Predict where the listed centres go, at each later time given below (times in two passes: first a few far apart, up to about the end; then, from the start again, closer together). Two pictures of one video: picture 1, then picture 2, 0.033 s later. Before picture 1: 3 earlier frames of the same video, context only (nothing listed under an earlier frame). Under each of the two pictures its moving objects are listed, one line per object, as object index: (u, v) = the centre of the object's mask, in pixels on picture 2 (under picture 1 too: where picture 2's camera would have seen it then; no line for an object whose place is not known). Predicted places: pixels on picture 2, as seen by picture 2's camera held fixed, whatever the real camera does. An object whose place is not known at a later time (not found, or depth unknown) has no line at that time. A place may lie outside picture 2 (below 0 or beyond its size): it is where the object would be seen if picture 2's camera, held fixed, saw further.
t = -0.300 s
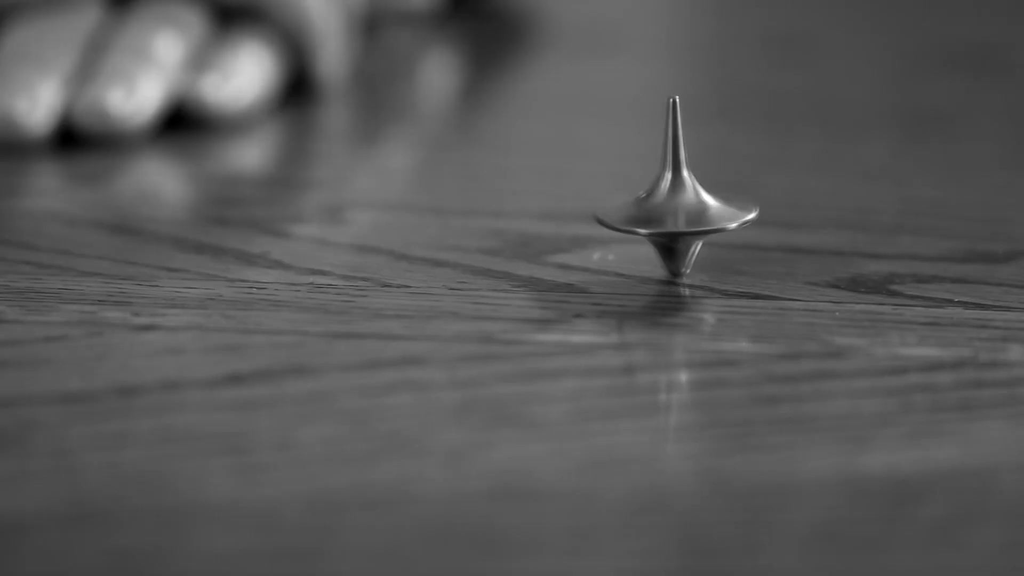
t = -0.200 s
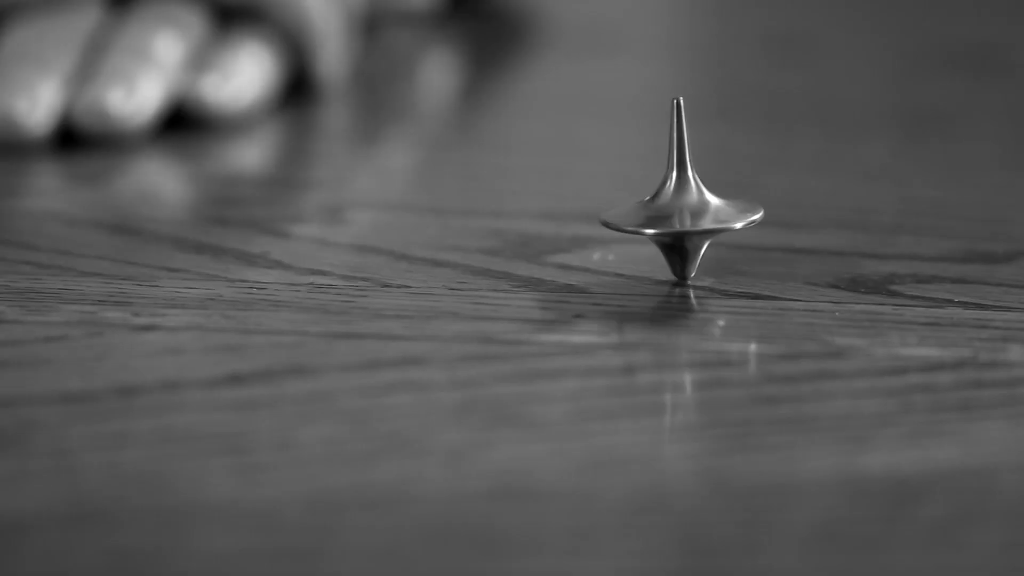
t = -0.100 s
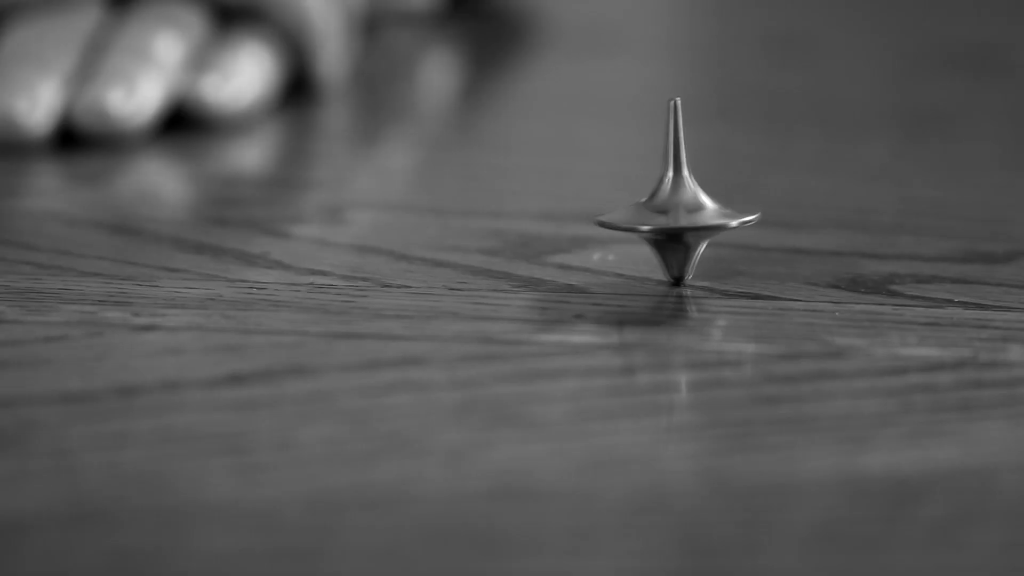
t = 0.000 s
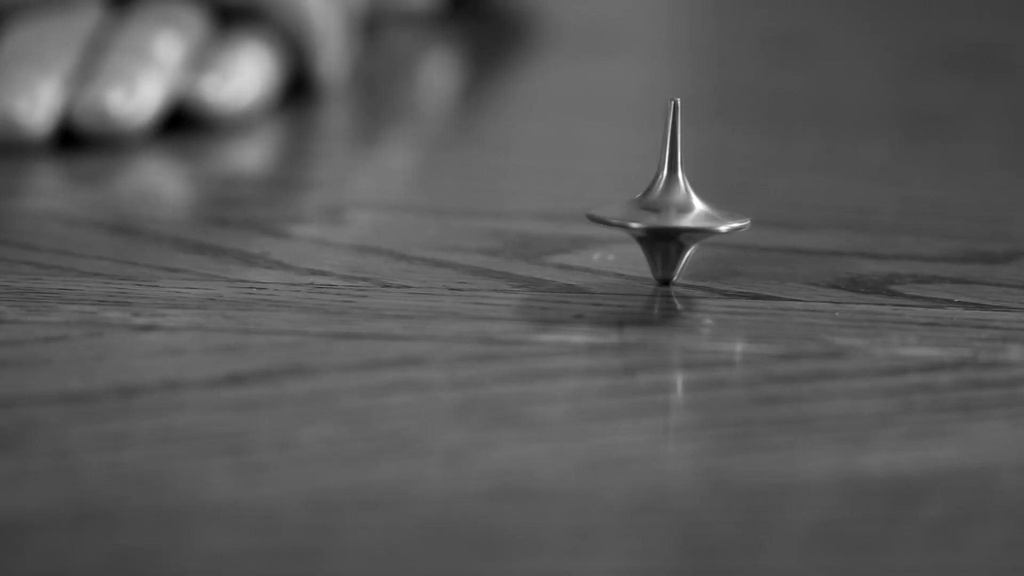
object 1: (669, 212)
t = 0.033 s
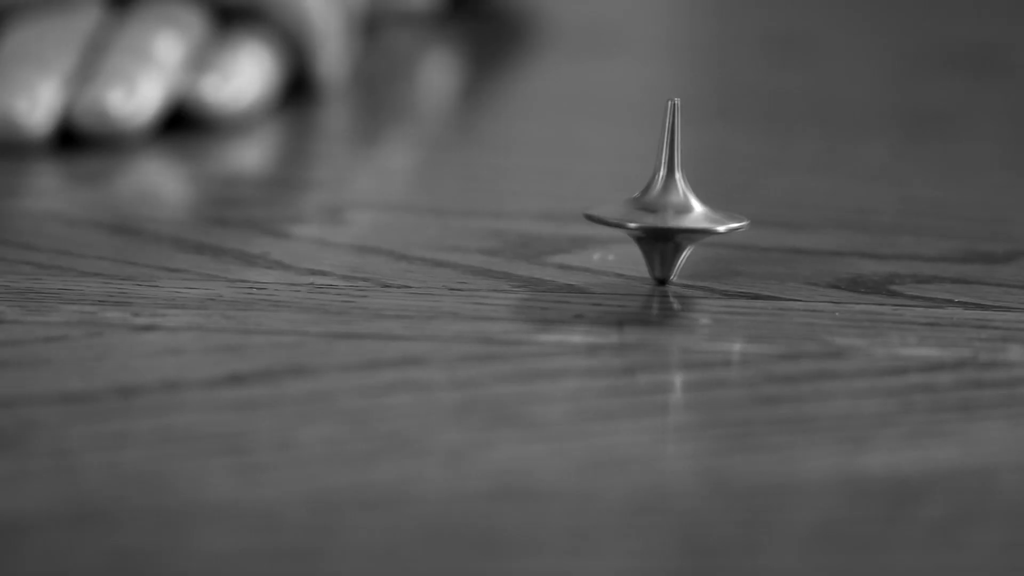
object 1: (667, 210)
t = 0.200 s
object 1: (667, 209)
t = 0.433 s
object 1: (696, 209)
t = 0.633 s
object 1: (699, 214)
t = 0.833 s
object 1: (682, 212)
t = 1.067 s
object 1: (700, 211)
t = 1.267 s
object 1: (720, 215)
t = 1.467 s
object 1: (703, 218)
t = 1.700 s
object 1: (696, 215)
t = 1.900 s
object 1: (723, 214)
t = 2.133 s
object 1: (732, 221)
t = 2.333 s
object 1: (708, 223)
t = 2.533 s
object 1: (707, 220)
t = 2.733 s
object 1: (732, 221)
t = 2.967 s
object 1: (731, 226)
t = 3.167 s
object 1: (708, 225)
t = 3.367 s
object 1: (721, 220)
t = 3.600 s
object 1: (751, 222)
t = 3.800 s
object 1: (740, 230)
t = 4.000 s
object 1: (705, 229)
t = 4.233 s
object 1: (711, 224)
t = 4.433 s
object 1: (744, 227)
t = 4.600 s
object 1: (726, 225)
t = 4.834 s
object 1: (699, 223)
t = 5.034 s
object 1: (721, 231)
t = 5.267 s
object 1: (754, 227)
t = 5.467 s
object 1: (732, 222)
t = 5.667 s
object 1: (707, 222)
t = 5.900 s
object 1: (722, 225)
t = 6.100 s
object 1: (736, 220)
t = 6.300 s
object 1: (716, 219)
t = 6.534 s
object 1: (704, 222)
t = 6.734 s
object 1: (727, 222)
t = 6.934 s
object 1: (731, 218)
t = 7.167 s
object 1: (698, 217)
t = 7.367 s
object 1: (698, 218)
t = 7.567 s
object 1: (718, 216)
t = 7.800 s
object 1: (704, 212)
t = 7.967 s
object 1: (684, 213)
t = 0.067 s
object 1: (666, 210)
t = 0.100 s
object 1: (664, 210)
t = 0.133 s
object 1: (663, 210)
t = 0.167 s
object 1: (665, 210)
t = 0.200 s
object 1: (667, 209)
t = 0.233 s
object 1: (669, 210)
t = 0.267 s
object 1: (673, 206)
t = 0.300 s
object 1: (678, 208)
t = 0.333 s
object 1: (684, 209)
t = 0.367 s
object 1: (688, 209)
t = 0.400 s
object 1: (691, 207)
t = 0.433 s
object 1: (696, 209)
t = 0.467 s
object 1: (699, 210)
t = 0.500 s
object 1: (701, 211)
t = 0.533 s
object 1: (702, 211)
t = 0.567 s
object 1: (702, 211)
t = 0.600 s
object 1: (702, 213)
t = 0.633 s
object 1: (699, 214)
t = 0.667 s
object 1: (694, 214)
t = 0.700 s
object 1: (693, 216)
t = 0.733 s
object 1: (690, 213)
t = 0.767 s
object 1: (686, 213)
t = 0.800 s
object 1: (685, 215)
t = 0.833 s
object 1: (682, 212)
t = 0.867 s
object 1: (682, 214)
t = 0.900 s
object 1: (683, 214)
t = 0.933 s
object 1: (685, 213)
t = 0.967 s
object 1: (688, 213)
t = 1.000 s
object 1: (693, 213)
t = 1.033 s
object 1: (696, 213)
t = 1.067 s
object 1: (700, 211)
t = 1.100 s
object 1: (705, 212)
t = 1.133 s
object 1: (710, 213)
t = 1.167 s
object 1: (715, 214)
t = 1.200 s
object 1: (717, 214)
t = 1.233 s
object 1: (719, 215)
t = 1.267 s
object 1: (720, 215)
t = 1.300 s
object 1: (720, 216)
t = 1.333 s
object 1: (717, 216)
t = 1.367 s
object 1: (715, 219)
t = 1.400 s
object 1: (712, 219)
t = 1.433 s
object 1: (709, 218)
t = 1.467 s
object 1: (703, 218)
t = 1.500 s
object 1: (700, 219)
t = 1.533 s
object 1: (697, 218)
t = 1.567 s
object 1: (694, 218)
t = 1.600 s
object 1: (692, 216)
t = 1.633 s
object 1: (693, 217)
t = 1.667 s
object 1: (693, 215)
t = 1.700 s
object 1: (696, 215)
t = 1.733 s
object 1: (700, 217)
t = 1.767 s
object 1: (703, 215)
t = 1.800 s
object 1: (708, 215)
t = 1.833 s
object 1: (715, 214)
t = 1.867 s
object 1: (718, 217)
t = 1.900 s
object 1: (723, 214)
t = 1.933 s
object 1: (728, 218)
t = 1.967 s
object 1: (731, 218)
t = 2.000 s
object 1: (733, 218)
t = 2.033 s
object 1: (734, 218)
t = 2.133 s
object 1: (732, 221)
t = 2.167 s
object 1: (729, 222)
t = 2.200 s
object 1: (726, 223)
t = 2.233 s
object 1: (722, 218)
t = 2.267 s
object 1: (717, 223)
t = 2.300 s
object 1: (714, 223)
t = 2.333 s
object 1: (708, 223)
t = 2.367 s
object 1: (705, 222)
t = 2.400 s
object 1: (704, 222)
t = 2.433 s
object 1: (703, 220)
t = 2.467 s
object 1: (702, 218)
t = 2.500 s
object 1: (704, 220)
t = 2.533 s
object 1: (707, 220)
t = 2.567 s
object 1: (710, 220)
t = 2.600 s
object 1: (714, 221)
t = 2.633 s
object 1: (718, 217)
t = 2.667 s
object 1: (724, 220)
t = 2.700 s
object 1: (729, 220)
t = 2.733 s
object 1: (732, 221)
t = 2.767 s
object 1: (736, 220)
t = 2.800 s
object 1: (737, 220)
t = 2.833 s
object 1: (736, 223)
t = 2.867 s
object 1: (737, 222)
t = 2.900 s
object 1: (736, 226)
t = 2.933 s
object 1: (735, 227)
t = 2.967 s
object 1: (731, 226)
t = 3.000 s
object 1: (726, 227)
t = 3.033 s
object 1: (721, 226)
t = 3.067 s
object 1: (718, 228)
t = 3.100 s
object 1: (714, 224)
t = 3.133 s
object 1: (710, 226)
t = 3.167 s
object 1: (708, 225)
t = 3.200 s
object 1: (708, 224)
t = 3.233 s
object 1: (707, 223)
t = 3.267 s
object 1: (708, 222)
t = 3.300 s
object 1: (711, 224)
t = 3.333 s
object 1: (715, 223)
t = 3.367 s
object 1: (721, 220)
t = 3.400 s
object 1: (727, 220)
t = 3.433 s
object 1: (730, 223)
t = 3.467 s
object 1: (735, 217)
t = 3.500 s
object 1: (742, 223)
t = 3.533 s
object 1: (746, 223)
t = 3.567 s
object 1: (747, 225)
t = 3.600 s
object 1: (751, 222)
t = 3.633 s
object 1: (754, 226)
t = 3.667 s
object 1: (754, 227)
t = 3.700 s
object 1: (752, 229)
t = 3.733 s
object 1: (749, 227)
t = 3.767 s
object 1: (746, 229)
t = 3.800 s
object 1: (740, 230)
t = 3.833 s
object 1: (733, 230)
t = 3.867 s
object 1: (727, 228)
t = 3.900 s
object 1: (720, 232)
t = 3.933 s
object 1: (715, 226)
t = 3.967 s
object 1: (710, 229)
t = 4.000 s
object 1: (705, 229)
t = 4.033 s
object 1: (702, 228)
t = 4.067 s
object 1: (700, 225)
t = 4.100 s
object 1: (701, 223)
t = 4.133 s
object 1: (701, 225)
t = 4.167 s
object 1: (702, 224)
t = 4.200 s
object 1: (707, 222)
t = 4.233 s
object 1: (711, 224)
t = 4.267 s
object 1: (715, 223)
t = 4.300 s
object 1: (721, 223)
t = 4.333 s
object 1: (727, 225)
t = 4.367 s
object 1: (732, 225)
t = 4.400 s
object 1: (738, 223)
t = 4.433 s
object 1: (744, 227)
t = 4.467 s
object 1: (746, 229)
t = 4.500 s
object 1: (743, 227)
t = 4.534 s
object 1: (736, 223)
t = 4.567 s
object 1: (730, 226)
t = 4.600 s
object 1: (726, 225)
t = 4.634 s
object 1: (719, 224)
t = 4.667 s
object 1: (714, 224)
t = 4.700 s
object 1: (710, 225)
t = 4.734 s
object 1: (706, 222)
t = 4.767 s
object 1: (701, 224)
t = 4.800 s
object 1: (700, 225)
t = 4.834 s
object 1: (699, 223)
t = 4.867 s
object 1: (700, 225)
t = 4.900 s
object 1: (701, 228)
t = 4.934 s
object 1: (705, 229)
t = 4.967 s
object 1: (709, 229)
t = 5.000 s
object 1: (716, 227)
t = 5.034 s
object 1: (721, 231)
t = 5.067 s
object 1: (727, 228)
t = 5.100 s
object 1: (734, 229)
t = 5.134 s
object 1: (740, 231)
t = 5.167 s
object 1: (746, 230)
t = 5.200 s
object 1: (750, 227)
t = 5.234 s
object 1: (753, 228)
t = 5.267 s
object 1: (754, 227)
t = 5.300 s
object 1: (754, 226)
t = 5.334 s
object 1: (749, 222)
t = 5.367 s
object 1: (746, 225)
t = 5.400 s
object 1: (744, 224)
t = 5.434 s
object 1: (740, 217)
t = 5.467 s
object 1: (732, 222)
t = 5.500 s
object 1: (729, 223)
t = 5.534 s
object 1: (725, 219)
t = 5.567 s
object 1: (719, 221)
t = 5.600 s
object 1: (714, 223)
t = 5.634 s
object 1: (710, 223)
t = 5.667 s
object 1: (707, 222)
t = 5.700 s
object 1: (707, 224)
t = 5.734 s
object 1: (707, 225)
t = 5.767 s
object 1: (708, 226)
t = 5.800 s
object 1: (710, 226)
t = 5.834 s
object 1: (715, 225)
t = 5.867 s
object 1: (718, 227)
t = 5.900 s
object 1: (722, 225)
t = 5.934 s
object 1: (727, 225)
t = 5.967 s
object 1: (731, 226)
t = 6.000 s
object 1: (735, 225)
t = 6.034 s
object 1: (736, 225)
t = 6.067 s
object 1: (736, 221)
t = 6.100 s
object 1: (736, 220)
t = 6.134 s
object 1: (737, 222)
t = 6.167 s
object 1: (733, 219)
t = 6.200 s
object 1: (729, 220)
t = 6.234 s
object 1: (727, 220)
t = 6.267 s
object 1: (723, 217)
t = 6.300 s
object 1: (716, 219)
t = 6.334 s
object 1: (712, 220)
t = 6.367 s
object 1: (709, 220)
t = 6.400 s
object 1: (706, 219)
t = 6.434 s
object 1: (703, 218)
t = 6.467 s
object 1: (700, 220)
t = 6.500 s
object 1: (702, 220)
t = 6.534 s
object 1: (704, 222)
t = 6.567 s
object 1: (706, 221)
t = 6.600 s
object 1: (709, 222)
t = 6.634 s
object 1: (713, 223)
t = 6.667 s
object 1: (717, 221)
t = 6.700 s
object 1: (722, 218)
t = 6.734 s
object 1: (727, 222)
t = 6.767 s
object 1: (729, 222)
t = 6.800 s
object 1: (732, 221)
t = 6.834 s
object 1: (735, 220)
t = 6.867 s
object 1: (733, 218)
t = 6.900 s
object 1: (732, 219)
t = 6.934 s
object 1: (731, 218)
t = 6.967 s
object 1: (727, 216)
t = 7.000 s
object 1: (721, 214)
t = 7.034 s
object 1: (717, 216)
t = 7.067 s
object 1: (713, 214)
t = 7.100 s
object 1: (708, 215)
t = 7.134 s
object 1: (701, 216)
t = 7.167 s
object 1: (698, 217)
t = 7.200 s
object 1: (695, 215)
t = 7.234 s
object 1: (693, 216)
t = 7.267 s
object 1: (693, 216)
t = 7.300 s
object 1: (692, 217)
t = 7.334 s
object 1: (694, 218)
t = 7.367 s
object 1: (698, 218)
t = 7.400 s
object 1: (701, 219)
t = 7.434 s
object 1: (705, 217)
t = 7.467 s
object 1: (709, 219)
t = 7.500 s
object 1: (713, 219)
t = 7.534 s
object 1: (716, 218)
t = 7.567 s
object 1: (718, 216)
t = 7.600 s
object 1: (719, 216)
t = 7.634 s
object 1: (719, 215)
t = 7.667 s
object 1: (718, 214)
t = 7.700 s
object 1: (716, 214)
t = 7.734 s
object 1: (714, 214)
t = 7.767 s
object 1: (710, 214)
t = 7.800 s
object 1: (704, 212)
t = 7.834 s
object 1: (700, 211)
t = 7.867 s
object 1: (695, 213)
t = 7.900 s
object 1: (692, 213)
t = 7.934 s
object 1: (688, 213)
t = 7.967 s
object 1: (684, 213)
